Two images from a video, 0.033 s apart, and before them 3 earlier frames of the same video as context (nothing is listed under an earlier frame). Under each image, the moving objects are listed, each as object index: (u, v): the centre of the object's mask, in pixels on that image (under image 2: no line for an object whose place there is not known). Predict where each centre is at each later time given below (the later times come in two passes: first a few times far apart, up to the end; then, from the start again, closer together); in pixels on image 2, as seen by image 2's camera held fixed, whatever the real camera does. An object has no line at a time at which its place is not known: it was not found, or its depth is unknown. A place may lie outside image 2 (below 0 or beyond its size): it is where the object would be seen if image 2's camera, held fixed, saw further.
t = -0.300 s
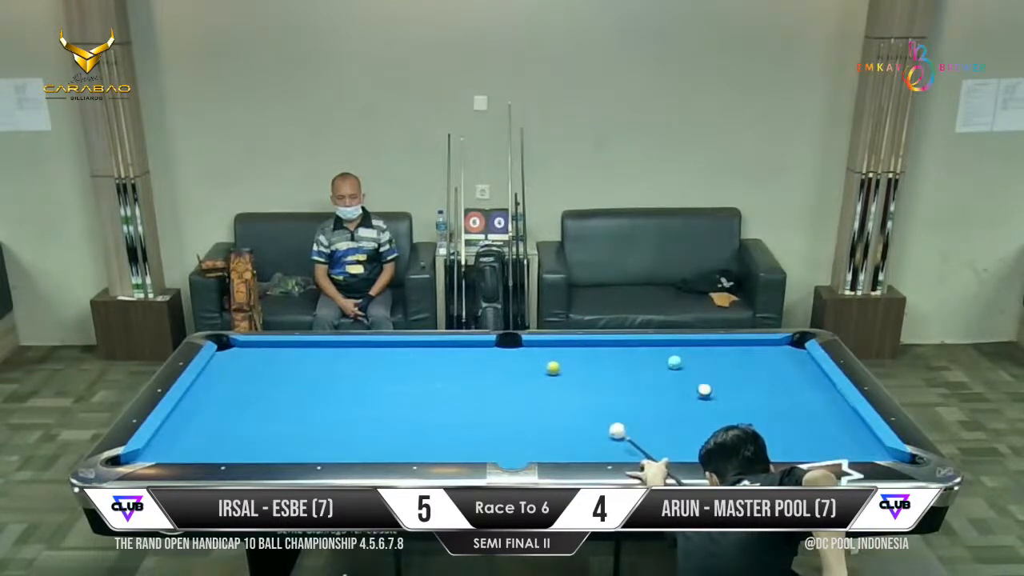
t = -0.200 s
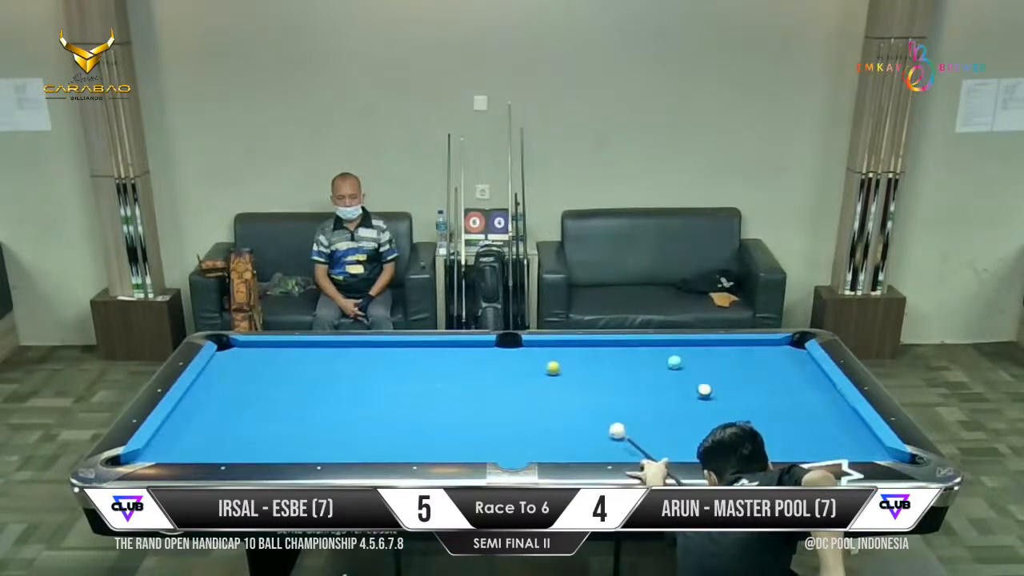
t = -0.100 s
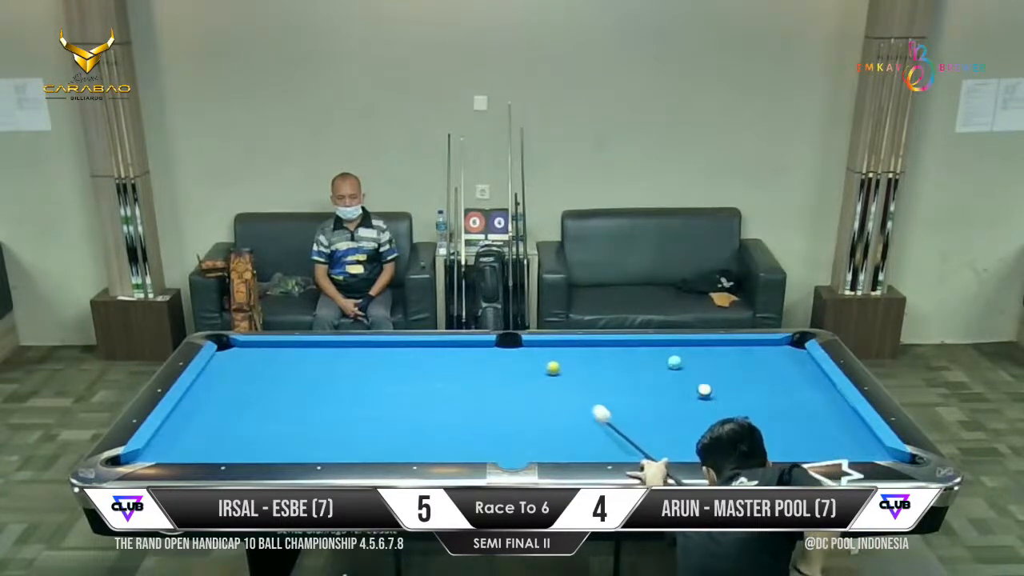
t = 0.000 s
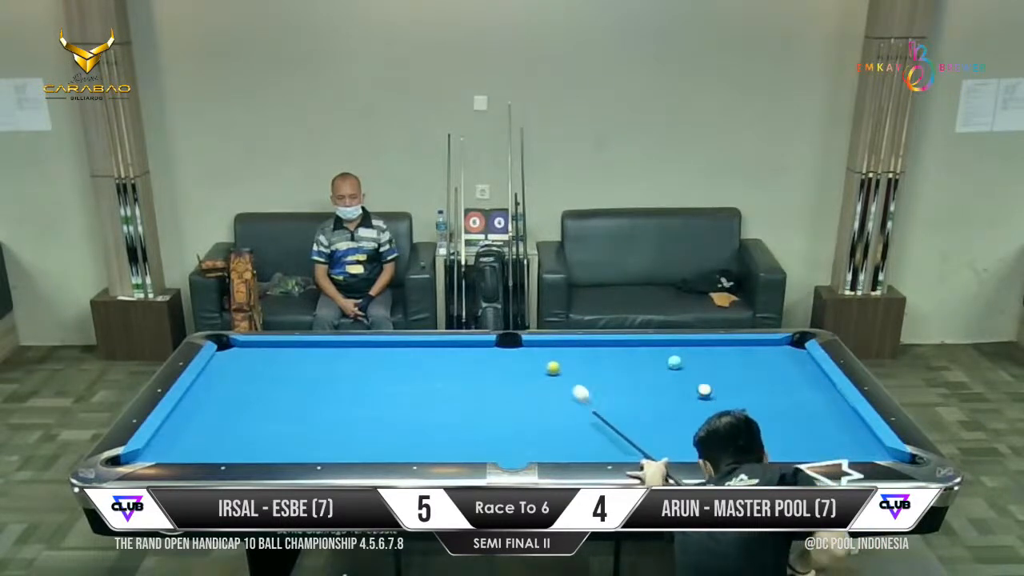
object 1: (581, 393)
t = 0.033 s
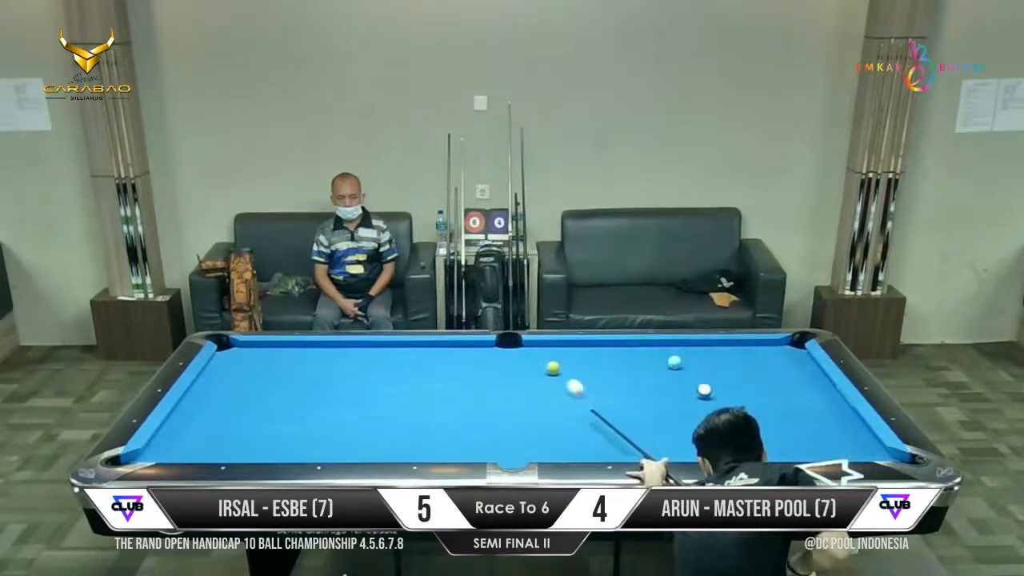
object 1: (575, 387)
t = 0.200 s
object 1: (564, 371)
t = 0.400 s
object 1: (568, 362)
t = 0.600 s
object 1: (571, 353)
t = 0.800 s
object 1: (572, 345)
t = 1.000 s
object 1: (573, 347)
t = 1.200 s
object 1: (572, 351)
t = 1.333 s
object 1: (570, 351)
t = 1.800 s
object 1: (572, 361)
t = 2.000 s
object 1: (571, 365)
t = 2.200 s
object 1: (571, 368)
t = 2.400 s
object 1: (571, 371)
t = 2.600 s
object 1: (572, 373)
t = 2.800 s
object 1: (573, 375)
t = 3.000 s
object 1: (573, 377)
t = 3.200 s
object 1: (573, 379)
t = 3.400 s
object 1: (573, 380)
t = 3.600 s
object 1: (574, 381)
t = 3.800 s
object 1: (574, 382)
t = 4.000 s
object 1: (574, 383)
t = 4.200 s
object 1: (575, 383)
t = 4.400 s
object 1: (575, 384)
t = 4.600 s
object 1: (575, 384)
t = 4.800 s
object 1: (575, 384)
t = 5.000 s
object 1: (575, 384)
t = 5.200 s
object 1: (575, 384)
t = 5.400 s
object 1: (575, 384)
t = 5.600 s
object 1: (575, 384)
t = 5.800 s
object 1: (575, 384)
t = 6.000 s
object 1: (575, 384)
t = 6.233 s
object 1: (575, 384)
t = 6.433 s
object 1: (575, 384)
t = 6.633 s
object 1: (575, 384)
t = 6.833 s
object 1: (575, 384)
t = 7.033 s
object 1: (575, 384)
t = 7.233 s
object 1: (575, 384)
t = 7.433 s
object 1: (575, 384)
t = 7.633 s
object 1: (575, 384)
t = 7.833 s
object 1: (575, 384)
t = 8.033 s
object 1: (575, 384)
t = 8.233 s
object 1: (575, 384)
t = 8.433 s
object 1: (575, 384)
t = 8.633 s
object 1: (575, 384)
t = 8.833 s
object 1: (575, 384)
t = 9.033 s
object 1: (575, 384)
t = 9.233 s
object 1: (575, 384)
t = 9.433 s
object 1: (575, 384)
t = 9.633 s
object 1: (575, 384)
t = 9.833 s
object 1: (575, 384)
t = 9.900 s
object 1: (575, 384)
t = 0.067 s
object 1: (570, 382)
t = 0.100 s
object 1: (564, 376)
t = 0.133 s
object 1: (560, 372)
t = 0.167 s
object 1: (562, 371)
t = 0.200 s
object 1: (564, 371)
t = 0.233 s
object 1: (565, 370)
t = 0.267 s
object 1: (566, 368)
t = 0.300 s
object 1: (567, 367)
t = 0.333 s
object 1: (568, 365)
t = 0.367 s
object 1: (568, 364)
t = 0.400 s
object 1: (568, 362)
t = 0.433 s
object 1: (569, 361)
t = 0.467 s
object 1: (569, 359)
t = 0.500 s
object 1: (569, 358)
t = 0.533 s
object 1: (570, 356)
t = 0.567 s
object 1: (570, 355)
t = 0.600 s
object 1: (571, 353)
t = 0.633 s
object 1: (571, 352)
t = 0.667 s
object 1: (571, 350)
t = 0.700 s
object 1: (571, 349)
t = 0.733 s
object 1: (572, 348)
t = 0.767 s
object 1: (572, 346)
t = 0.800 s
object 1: (572, 345)
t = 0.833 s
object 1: (573, 344)
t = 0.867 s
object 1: (573, 344)
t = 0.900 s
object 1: (573, 345)
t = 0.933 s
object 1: (573, 346)
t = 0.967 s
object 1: (573, 347)
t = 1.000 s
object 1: (573, 347)
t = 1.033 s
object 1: (573, 348)
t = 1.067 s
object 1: (573, 348)
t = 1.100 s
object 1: (572, 349)
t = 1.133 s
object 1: (572, 350)
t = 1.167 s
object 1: (572, 350)
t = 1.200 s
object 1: (572, 351)
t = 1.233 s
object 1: (572, 351)
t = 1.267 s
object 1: (572, 352)
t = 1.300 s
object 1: (571, 352)
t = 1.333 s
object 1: (570, 351)
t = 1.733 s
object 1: (573, 360)
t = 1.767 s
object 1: (572, 361)
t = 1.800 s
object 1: (572, 361)
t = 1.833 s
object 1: (572, 362)
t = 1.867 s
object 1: (572, 362)
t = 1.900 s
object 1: (572, 363)
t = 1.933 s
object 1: (572, 363)
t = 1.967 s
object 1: (571, 364)
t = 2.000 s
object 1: (571, 365)
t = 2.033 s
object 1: (571, 365)
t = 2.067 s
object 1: (571, 366)
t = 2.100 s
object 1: (571, 366)
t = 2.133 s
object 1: (571, 367)
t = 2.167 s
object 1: (571, 367)
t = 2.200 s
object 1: (571, 368)
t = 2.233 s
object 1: (571, 368)
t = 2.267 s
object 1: (571, 369)
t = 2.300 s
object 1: (571, 369)
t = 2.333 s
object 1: (571, 369)
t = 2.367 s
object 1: (571, 370)
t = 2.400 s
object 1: (571, 371)
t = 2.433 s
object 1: (571, 371)
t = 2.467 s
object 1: (572, 371)
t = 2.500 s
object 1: (572, 372)
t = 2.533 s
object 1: (572, 372)
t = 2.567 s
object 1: (572, 373)
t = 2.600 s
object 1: (572, 373)
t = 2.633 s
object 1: (572, 373)
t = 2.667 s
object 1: (572, 374)
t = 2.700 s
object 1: (572, 374)
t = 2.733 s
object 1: (572, 374)
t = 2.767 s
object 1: (573, 375)
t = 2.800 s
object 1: (573, 375)
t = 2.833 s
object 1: (573, 375)
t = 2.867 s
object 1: (573, 376)
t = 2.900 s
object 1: (573, 376)
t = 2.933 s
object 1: (573, 377)
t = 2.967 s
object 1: (573, 377)
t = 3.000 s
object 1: (573, 377)
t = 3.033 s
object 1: (573, 378)
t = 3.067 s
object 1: (573, 378)
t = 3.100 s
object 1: (573, 378)
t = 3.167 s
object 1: (573, 378)
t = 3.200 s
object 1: (573, 379)
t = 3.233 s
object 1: (573, 379)
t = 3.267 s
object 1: (573, 379)
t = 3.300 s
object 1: (573, 379)
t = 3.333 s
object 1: (574, 380)
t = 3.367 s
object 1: (573, 380)
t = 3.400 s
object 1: (573, 380)
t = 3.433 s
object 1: (573, 380)
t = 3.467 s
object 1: (573, 381)
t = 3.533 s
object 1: (574, 381)
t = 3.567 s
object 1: (574, 381)
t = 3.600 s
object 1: (574, 381)
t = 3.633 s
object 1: (574, 381)
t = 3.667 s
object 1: (574, 382)
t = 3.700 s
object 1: (574, 382)
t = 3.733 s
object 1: (574, 382)
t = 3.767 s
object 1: (574, 382)
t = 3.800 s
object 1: (574, 382)
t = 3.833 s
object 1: (574, 382)
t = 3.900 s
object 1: (574, 383)
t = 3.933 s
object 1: (574, 383)
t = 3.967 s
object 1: (574, 383)
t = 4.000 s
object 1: (574, 383)
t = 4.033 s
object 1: (574, 383)
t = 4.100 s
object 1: (574, 383)
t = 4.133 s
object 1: (574, 383)
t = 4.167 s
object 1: (574, 383)
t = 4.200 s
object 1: (575, 383)
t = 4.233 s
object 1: (575, 384)
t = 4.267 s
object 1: (575, 384)
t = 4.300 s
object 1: (575, 384)
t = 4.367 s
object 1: (575, 384)
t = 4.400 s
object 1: (575, 384)
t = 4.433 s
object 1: (575, 384)
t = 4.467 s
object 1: (575, 384)
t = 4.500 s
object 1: (575, 384)
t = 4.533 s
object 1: (575, 384)
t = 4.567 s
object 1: (575, 384)
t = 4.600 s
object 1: (575, 384)
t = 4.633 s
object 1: (575, 384)
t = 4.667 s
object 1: (575, 384)
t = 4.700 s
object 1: (575, 384)
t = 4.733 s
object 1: (575, 384)
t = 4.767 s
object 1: (575, 384)
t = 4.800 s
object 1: (575, 384)
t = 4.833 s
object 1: (575, 384)
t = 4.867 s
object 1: (575, 384)
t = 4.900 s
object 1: (575, 384)
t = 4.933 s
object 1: (575, 384)
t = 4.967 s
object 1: (575, 384)
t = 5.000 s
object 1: (575, 384)
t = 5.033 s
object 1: (575, 384)
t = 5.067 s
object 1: (575, 384)
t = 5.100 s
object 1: (575, 384)
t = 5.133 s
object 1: (575, 384)
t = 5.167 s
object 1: (575, 384)
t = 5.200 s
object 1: (575, 384)
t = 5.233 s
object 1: (575, 384)
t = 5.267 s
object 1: (575, 384)
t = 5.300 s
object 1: (575, 384)
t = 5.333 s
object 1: (575, 384)
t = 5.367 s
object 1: (575, 384)
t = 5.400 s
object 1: (575, 384)
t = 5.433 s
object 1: (575, 384)
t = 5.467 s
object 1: (575, 384)
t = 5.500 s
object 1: (575, 384)
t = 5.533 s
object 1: (575, 384)
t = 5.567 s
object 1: (575, 384)
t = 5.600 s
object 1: (575, 384)
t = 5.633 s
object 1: (575, 384)
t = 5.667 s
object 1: (575, 384)
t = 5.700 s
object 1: (575, 384)
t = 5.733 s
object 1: (575, 384)
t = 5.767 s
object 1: (575, 384)
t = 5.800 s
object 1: (575, 384)
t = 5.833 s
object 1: (575, 384)
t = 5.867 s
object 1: (575, 384)
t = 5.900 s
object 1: (575, 384)
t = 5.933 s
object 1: (575, 384)
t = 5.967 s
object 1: (575, 384)
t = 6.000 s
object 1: (575, 384)
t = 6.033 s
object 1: (575, 384)
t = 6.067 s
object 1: (575, 384)
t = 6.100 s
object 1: (575, 384)
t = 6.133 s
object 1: (575, 384)
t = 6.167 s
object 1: (575, 384)
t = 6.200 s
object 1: (575, 384)
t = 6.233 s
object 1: (575, 384)
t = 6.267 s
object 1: (575, 384)
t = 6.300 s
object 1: (575, 384)
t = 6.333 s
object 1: (575, 384)
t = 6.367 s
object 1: (575, 384)
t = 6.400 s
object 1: (575, 384)
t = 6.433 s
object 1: (575, 384)
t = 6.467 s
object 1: (575, 384)
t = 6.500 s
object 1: (575, 384)
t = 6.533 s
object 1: (575, 384)
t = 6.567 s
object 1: (575, 384)
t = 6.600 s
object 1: (575, 384)
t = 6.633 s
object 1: (575, 384)
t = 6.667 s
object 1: (575, 384)
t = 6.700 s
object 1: (575, 384)
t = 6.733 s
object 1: (575, 384)
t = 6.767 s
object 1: (575, 384)
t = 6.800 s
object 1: (575, 384)
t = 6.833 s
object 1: (575, 384)
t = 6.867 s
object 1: (575, 384)
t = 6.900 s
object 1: (575, 384)
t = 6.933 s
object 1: (575, 384)
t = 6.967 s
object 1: (575, 384)
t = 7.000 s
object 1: (575, 384)
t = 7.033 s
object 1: (575, 384)
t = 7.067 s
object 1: (575, 384)
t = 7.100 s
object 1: (575, 384)
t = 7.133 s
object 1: (575, 384)
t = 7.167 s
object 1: (575, 384)
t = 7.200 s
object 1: (575, 384)
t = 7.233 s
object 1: (575, 384)
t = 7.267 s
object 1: (575, 384)
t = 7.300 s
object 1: (575, 384)
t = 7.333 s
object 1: (575, 384)
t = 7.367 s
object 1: (575, 384)
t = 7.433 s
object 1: (575, 384)
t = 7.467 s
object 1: (575, 384)
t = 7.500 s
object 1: (575, 384)
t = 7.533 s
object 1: (575, 384)
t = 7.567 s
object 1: (575, 384)
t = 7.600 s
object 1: (575, 384)
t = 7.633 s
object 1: (575, 384)
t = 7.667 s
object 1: (575, 384)
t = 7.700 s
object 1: (575, 384)
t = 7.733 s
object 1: (575, 384)
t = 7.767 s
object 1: (575, 384)
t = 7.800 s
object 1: (575, 384)
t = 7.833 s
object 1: (575, 384)
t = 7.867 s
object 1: (575, 384)
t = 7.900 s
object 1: (575, 384)
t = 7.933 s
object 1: (575, 384)
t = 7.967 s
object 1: (575, 384)
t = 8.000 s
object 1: (575, 384)
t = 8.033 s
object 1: (575, 384)
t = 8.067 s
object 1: (575, 384)
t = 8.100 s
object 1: (575, 384)
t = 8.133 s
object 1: (575, 384)
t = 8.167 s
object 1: (575, 384)
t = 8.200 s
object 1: (575, 384)
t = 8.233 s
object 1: (575, 384)
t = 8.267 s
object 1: (575, 384)
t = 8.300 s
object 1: (575, 384)
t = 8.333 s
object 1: (575, 384)
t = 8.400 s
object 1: (575, 384)
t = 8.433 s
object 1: (575, 384)
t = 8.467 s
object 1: (575, 384)
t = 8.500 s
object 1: (575, 384)
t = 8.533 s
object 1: (575, 384)
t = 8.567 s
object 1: (575, 384)
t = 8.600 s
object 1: (575, 384)
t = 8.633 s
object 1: (575, 384)
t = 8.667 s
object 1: (575, 384)
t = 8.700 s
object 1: (575, 384)
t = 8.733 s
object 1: (575, 384)
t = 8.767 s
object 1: (575, 384)
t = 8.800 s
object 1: (575, 384)
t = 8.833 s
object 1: (575, 384)
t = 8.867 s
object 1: (575, 384)
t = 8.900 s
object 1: (575, 384)
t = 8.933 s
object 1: (575, 384)
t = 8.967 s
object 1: (575, 384)
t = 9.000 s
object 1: (575, 384)
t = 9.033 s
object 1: (575, 384)
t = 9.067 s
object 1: (575, 384)
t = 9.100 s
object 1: (575, 384)
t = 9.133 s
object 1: (575, 384)
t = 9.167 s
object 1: (575, 384)
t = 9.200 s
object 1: (575, 384)
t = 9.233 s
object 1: (575, 384)
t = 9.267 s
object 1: (575, 384)
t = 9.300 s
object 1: (575, 384)
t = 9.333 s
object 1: (575, 384)
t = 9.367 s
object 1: (575, 384)
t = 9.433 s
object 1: (575, 384)
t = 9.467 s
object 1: (575, 384)
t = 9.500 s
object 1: (575, 384)
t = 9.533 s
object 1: (575, 384)
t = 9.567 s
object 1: (575, 384)
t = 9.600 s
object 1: (575, 384)
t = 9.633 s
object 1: (575, 384)
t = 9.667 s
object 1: (575, 384)
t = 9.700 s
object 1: (575, 384)
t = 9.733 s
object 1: (575, 384)
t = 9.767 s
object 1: (575, 384)
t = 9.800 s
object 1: (575, 384)
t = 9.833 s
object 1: (575, 384)
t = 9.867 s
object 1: (575, 384)
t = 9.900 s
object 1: (575, 384)
